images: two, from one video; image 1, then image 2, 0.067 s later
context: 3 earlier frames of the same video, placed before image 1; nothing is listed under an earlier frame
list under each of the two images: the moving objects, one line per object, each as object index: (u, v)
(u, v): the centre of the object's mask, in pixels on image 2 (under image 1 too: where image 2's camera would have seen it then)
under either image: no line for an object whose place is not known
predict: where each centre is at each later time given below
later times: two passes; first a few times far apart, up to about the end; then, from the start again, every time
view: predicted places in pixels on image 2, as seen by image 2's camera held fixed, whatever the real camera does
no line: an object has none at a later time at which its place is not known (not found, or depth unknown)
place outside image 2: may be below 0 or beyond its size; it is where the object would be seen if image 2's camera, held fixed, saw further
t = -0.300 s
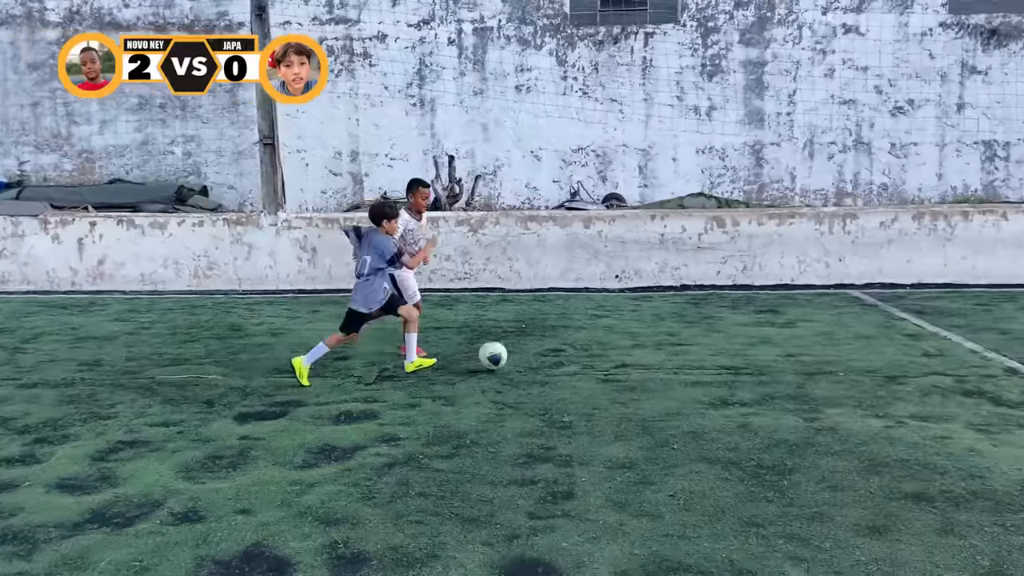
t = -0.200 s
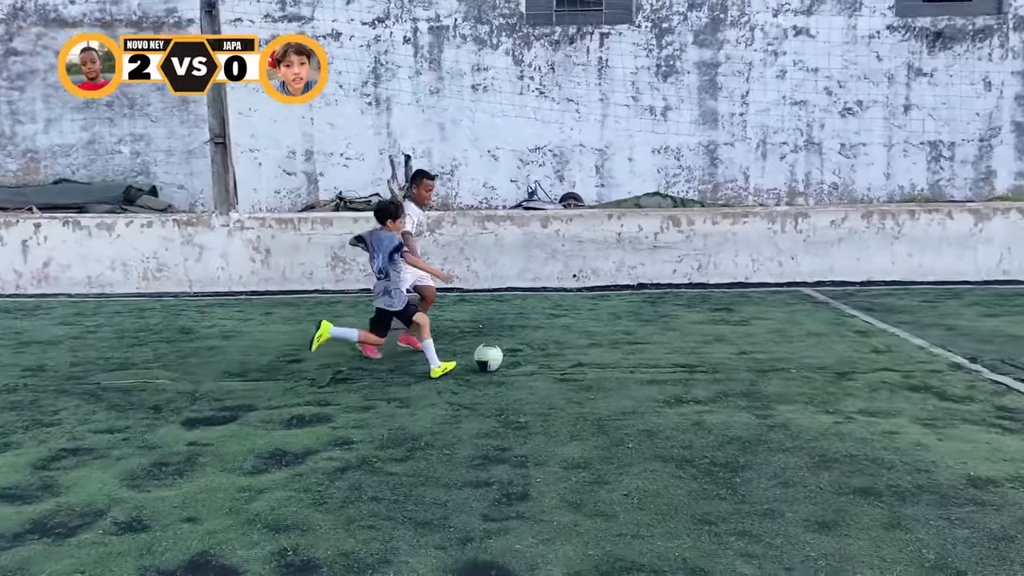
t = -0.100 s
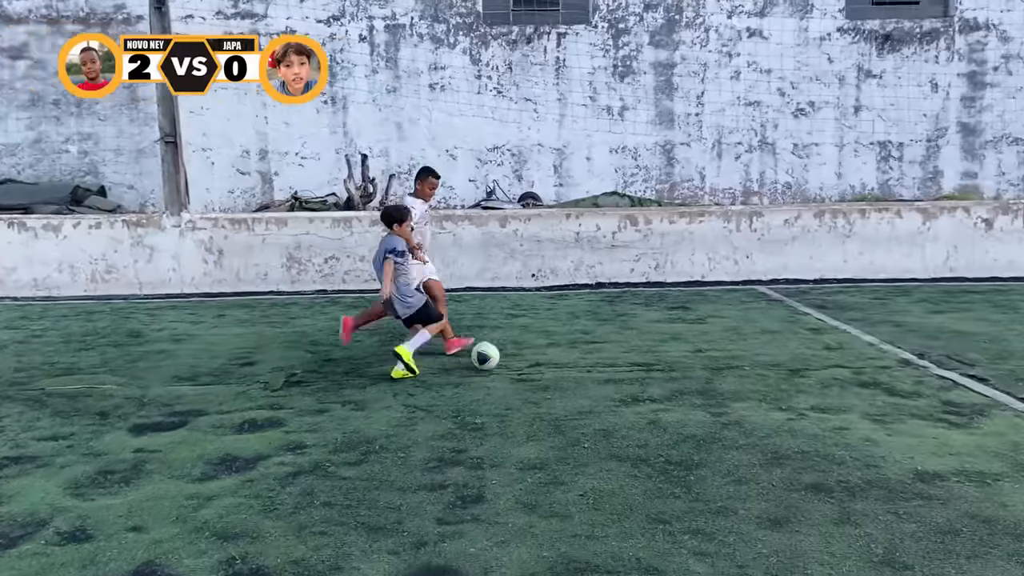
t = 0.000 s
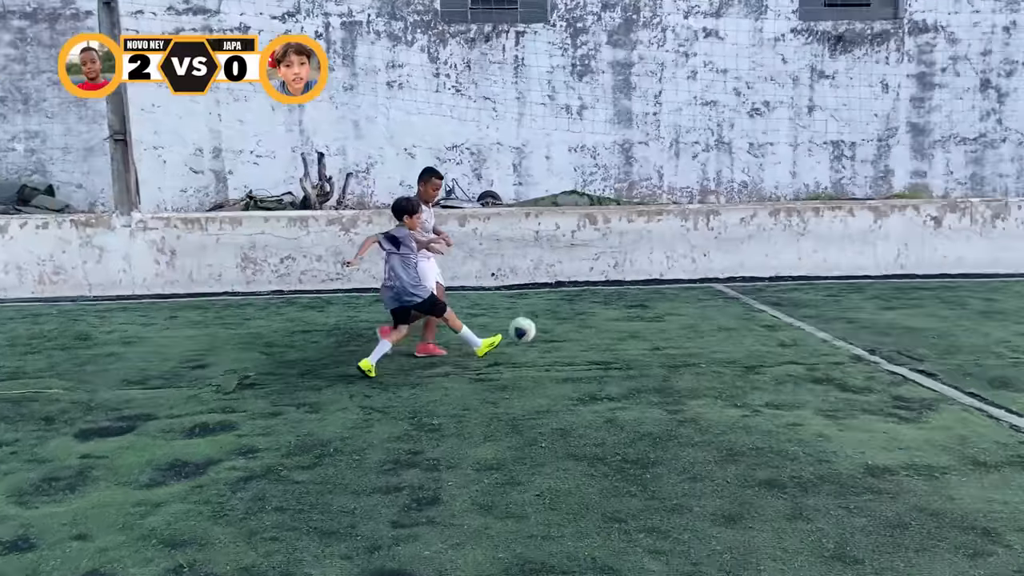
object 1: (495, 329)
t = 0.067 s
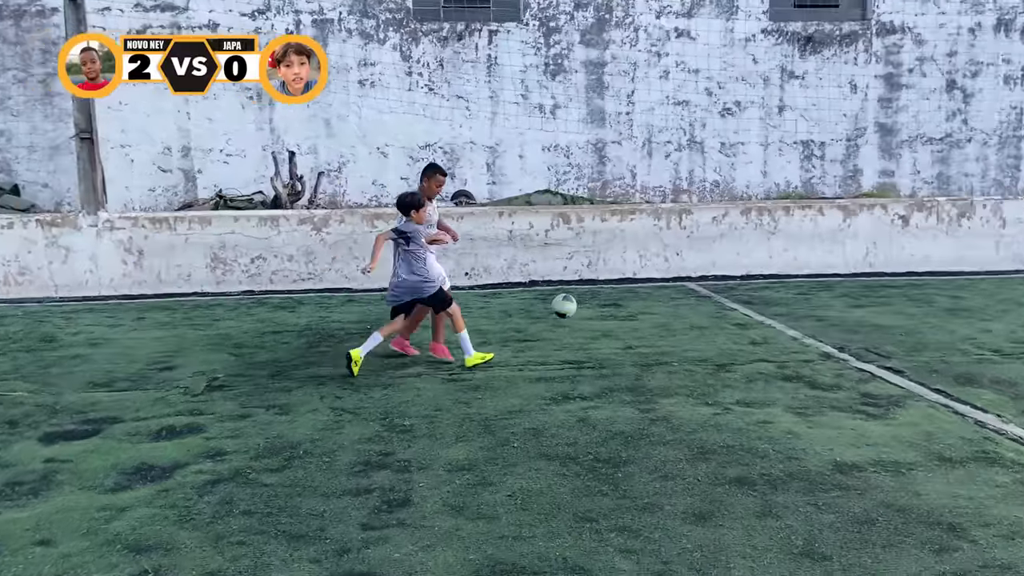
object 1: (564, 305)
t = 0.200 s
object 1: (670, 281)
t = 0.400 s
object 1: (775, 270)
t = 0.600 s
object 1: (858, 242)
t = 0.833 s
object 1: (1014, 247)
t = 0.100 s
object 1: (595, 297)
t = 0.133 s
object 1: (622, 290)
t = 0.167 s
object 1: (647, 285)
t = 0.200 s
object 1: (670, 281)
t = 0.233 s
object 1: (692, 279)
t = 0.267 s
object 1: (712, 279)
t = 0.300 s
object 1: (730, 278)
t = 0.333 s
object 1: (748, 280)
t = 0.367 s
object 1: (763, 279)
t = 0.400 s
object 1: (775, 270)
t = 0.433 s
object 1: (786, 262)
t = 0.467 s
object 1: (798, 256)
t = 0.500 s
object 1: (808, 251)
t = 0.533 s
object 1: (819, 246)
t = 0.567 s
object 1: (839, 244)
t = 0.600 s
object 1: (858, 242)
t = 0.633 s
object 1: (878, 239)
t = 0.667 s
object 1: (899, 239)
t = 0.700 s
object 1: (922, 238)
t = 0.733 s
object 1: (944, 239)
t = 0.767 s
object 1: (966, 240)
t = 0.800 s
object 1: (990, 243)
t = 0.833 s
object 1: (1014, 247)
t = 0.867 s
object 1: (1038, 251)
